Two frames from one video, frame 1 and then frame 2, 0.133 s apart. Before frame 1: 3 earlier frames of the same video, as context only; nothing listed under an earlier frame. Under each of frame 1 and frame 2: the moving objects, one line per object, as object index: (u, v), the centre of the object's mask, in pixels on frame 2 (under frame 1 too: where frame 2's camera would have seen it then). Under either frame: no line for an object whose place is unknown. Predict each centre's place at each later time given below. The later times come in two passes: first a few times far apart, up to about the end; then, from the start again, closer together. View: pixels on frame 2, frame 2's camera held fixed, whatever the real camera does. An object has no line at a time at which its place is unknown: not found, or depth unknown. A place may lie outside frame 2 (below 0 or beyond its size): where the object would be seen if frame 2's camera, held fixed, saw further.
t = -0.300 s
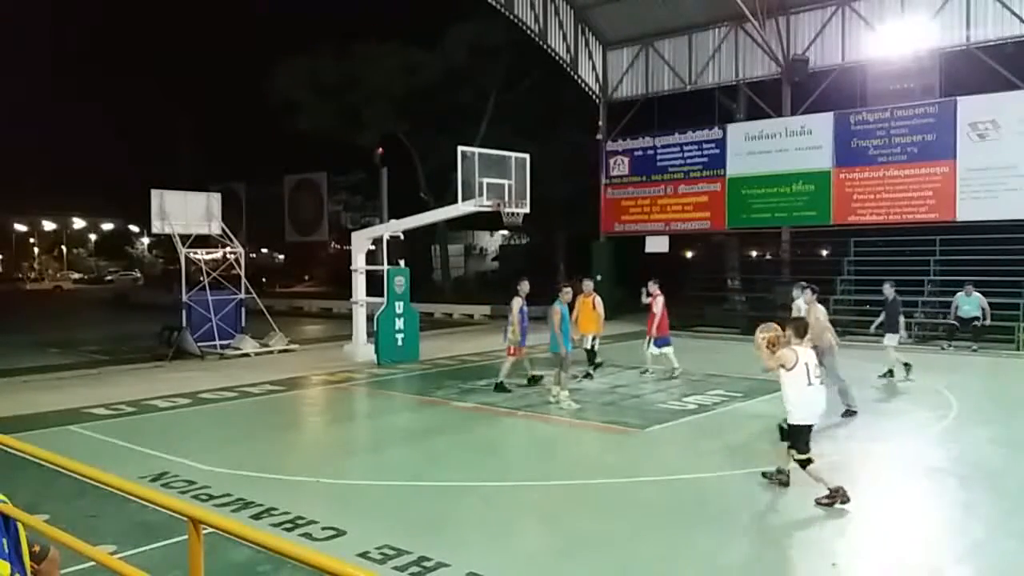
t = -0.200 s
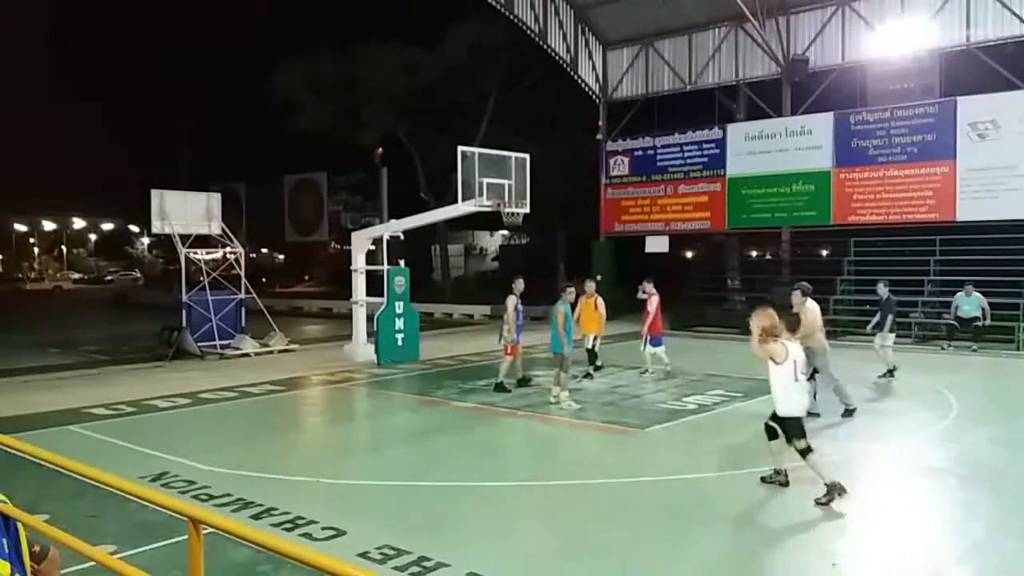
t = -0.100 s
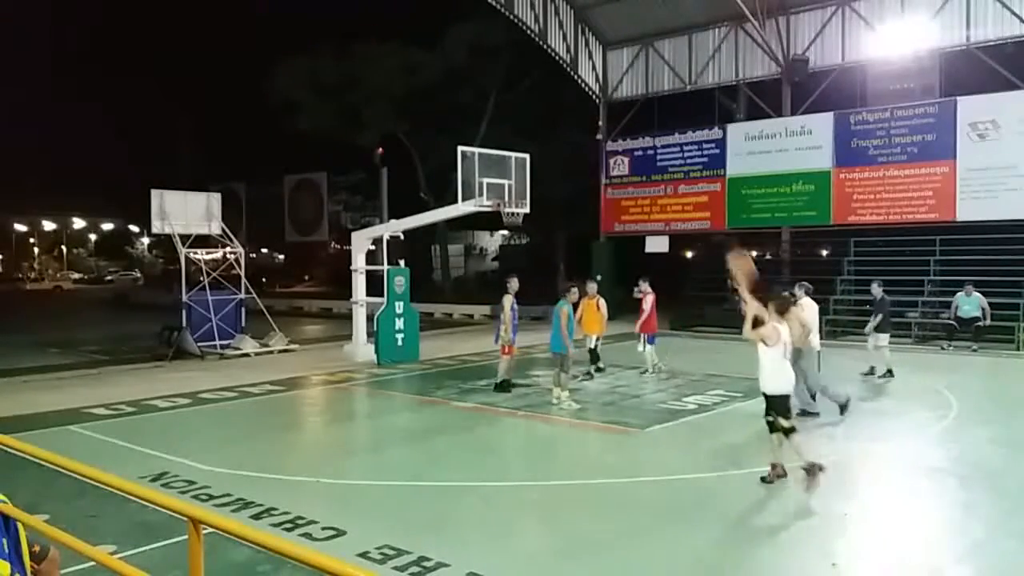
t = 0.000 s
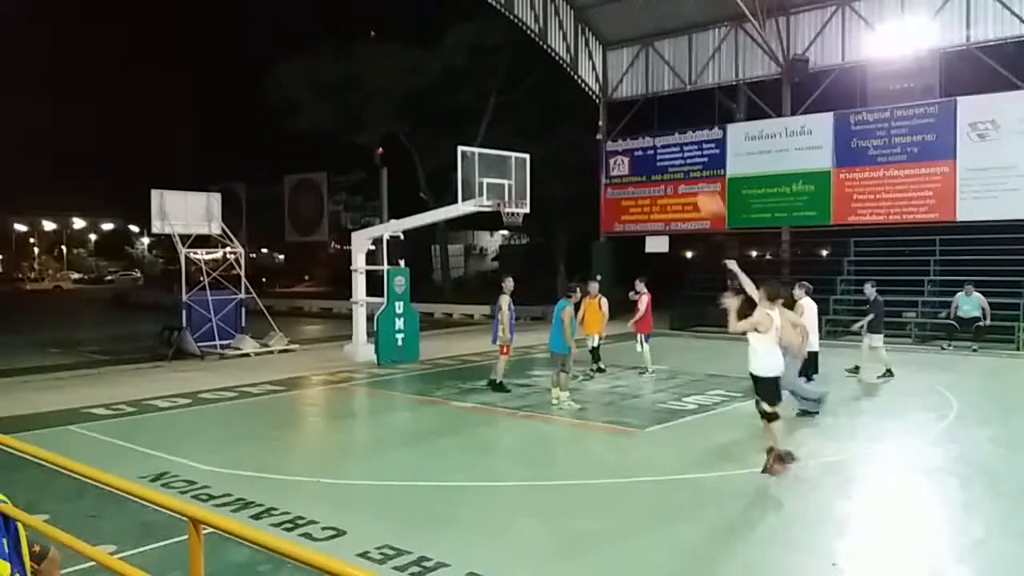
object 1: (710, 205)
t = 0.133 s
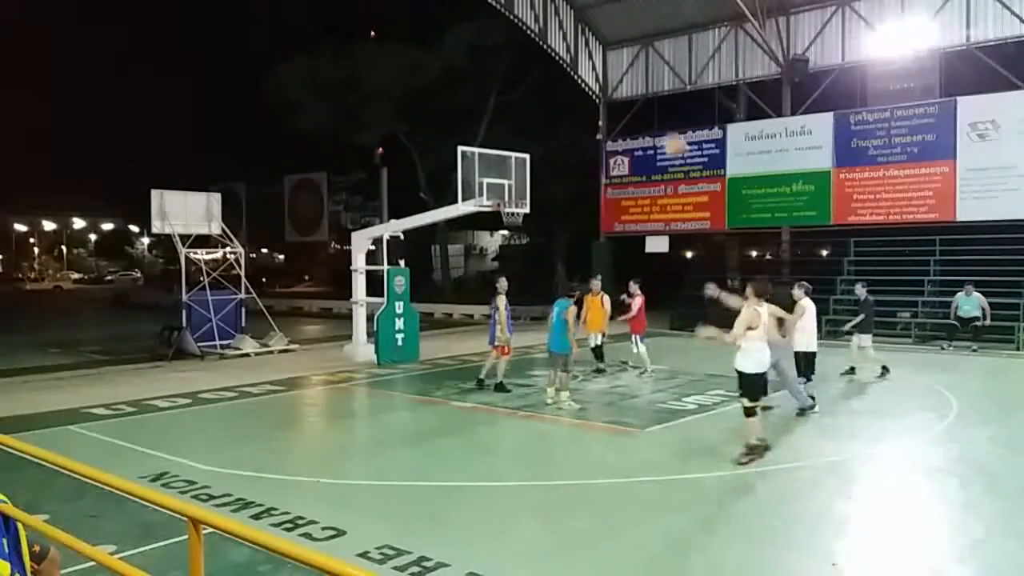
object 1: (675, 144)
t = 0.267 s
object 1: (644, 109)
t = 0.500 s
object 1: (601, 85)
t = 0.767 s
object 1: (561, 106)
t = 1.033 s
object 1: (532, 164)
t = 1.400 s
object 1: (532, 192)
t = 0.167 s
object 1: (666, 134)
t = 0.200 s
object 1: (658, 123)
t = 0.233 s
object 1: (651, 116)
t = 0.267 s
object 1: (644, 109)
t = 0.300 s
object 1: (637, 102)
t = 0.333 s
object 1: (630, 97)
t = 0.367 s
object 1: (624, 93)
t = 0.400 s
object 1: (619, 90)
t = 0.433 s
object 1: (611, 88)
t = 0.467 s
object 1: (607, 87)
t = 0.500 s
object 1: (601, 85)
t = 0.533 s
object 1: (597, 85)
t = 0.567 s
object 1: (589, 86)
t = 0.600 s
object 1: (584, 89)
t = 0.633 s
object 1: (579, 90)
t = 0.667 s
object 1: (574, 93)
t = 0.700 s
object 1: (570, 97)
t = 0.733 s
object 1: (565, 101)
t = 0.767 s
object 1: (561, 106)
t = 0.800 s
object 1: (557, 111)
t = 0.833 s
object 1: (553, 117)
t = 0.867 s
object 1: (548, 124)
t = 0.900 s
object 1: (545, 131)
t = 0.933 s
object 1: (541, 139)
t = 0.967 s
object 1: (537, 147)
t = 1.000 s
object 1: (534, 155)
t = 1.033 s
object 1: (532, 164)
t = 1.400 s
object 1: (532, 192)
